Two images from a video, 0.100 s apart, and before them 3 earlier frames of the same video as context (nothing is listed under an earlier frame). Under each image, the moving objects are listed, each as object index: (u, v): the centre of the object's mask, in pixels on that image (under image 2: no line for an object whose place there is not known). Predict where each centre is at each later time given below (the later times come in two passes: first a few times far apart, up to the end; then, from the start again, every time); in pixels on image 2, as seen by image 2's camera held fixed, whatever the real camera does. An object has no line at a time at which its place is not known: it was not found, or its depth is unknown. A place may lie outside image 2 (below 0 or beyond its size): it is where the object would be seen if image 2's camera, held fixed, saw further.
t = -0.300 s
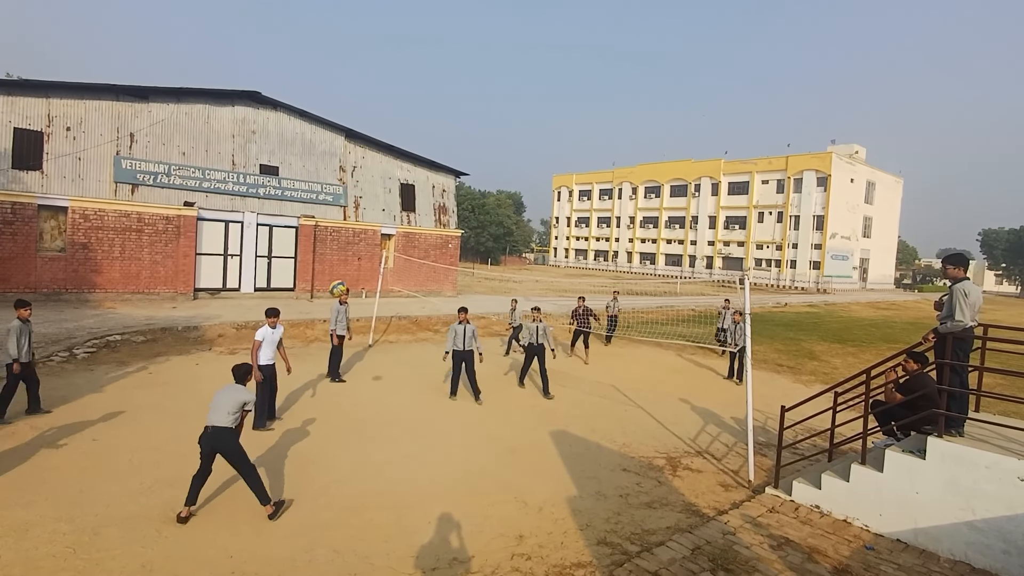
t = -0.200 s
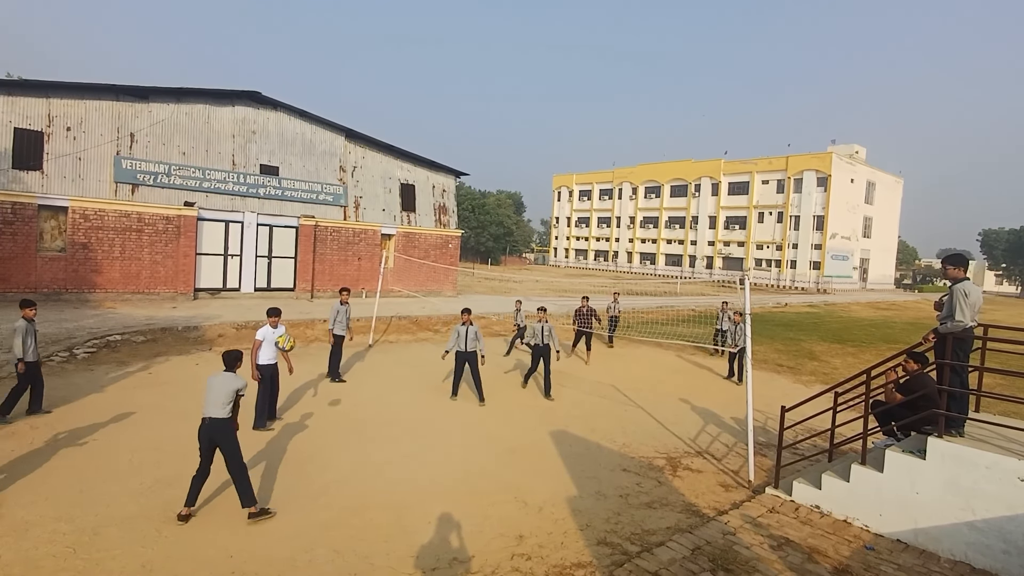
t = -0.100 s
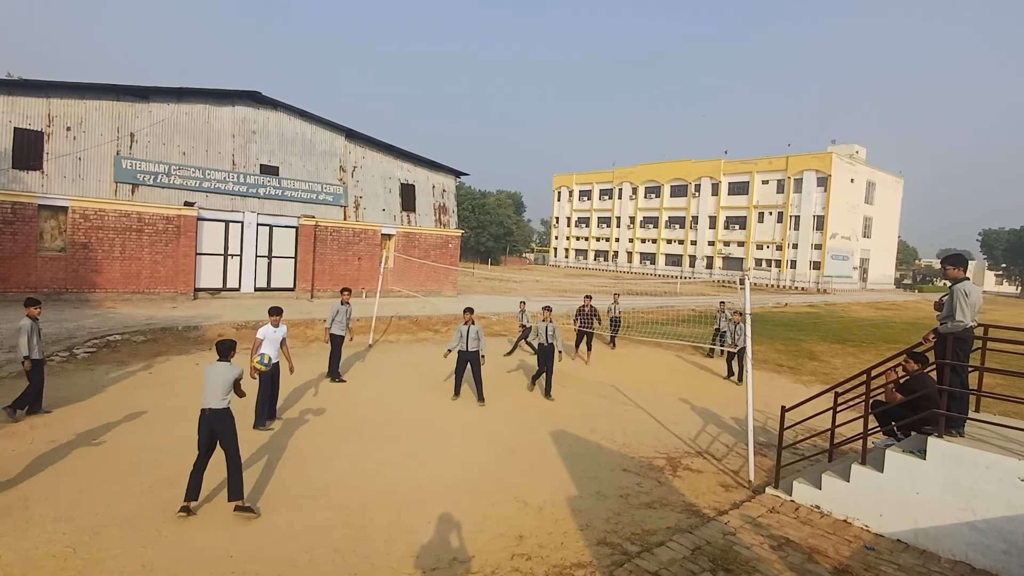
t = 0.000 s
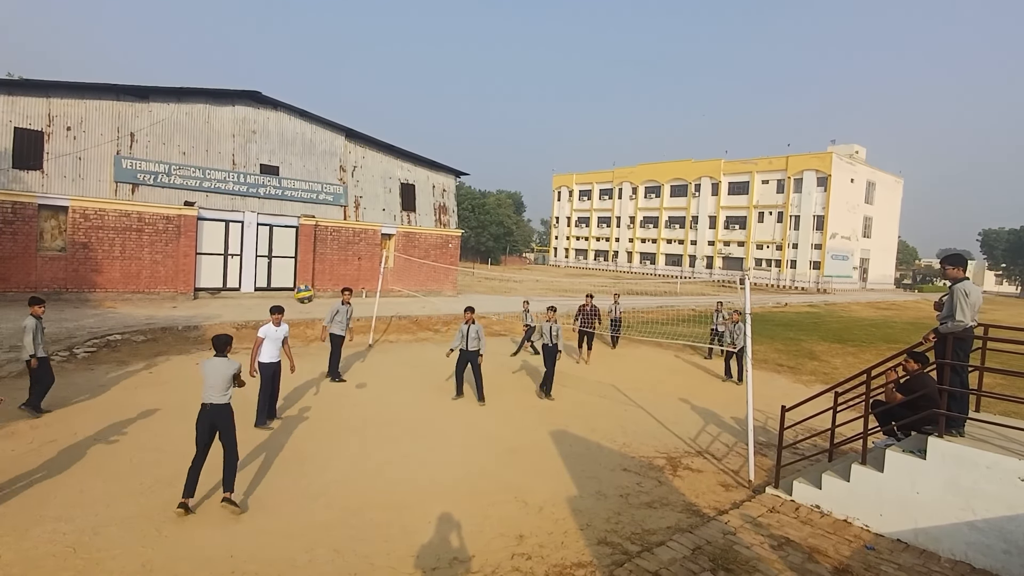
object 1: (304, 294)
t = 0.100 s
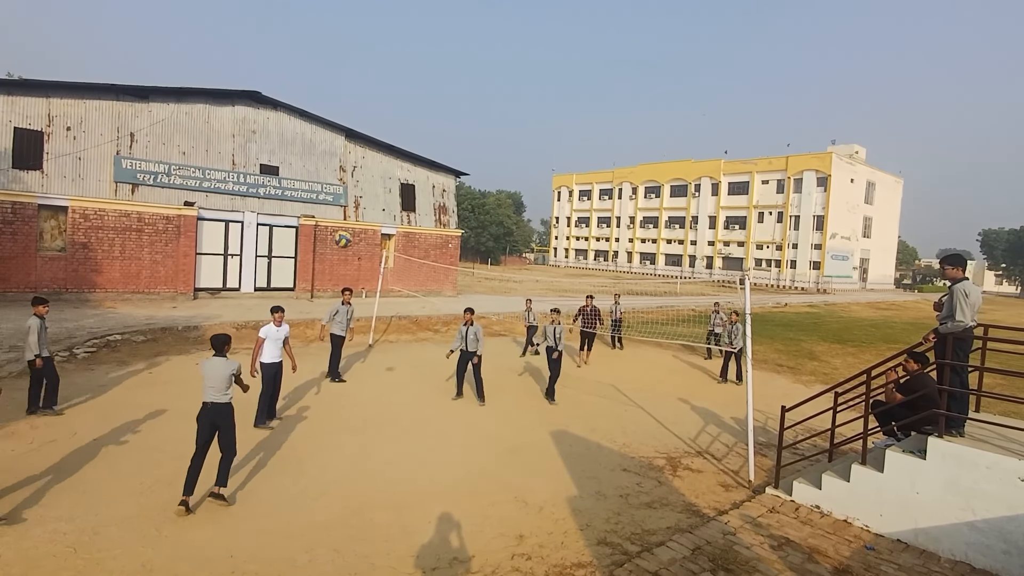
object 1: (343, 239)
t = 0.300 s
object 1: (415, 163)
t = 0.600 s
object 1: (502, 121)
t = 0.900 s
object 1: (569, 146)
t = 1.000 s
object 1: (587, 166)
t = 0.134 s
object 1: (357, 223)
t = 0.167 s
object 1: (368, 209)
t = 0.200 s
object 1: (381, 195)
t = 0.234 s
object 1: (392, 184)
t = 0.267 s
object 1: (403, 173)
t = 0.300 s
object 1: (415, 163)
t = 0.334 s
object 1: (425, 154)
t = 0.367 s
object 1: (436, 147)
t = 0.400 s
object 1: (446, 140)
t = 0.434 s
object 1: (456, 135)
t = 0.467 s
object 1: (465, 130)
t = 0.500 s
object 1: (475, 126)
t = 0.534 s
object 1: (484, 124)
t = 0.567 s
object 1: (493, 122)
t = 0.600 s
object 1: (502, 121)
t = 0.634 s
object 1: (510, 120)
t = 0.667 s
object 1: (518, 121)
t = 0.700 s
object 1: (526, 122)
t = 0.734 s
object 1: (534, 124)
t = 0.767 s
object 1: (541, 127)
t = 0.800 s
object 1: (548, 131)
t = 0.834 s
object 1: (555, 135)
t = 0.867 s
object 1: (562, 140)
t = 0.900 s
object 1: (569, 146)
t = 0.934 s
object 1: (575, 152)
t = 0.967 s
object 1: (581, 159)
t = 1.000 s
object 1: (587, 166)
